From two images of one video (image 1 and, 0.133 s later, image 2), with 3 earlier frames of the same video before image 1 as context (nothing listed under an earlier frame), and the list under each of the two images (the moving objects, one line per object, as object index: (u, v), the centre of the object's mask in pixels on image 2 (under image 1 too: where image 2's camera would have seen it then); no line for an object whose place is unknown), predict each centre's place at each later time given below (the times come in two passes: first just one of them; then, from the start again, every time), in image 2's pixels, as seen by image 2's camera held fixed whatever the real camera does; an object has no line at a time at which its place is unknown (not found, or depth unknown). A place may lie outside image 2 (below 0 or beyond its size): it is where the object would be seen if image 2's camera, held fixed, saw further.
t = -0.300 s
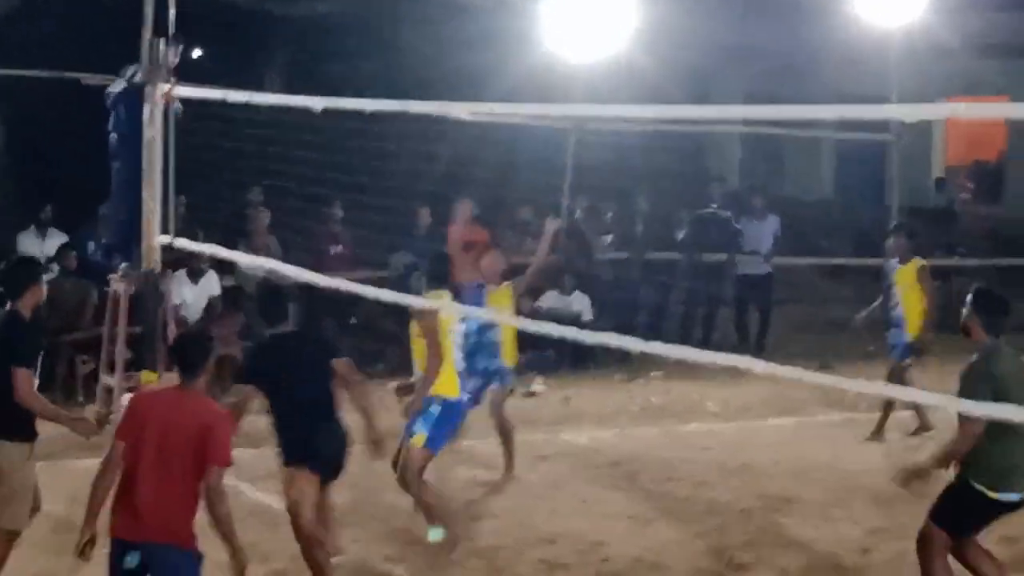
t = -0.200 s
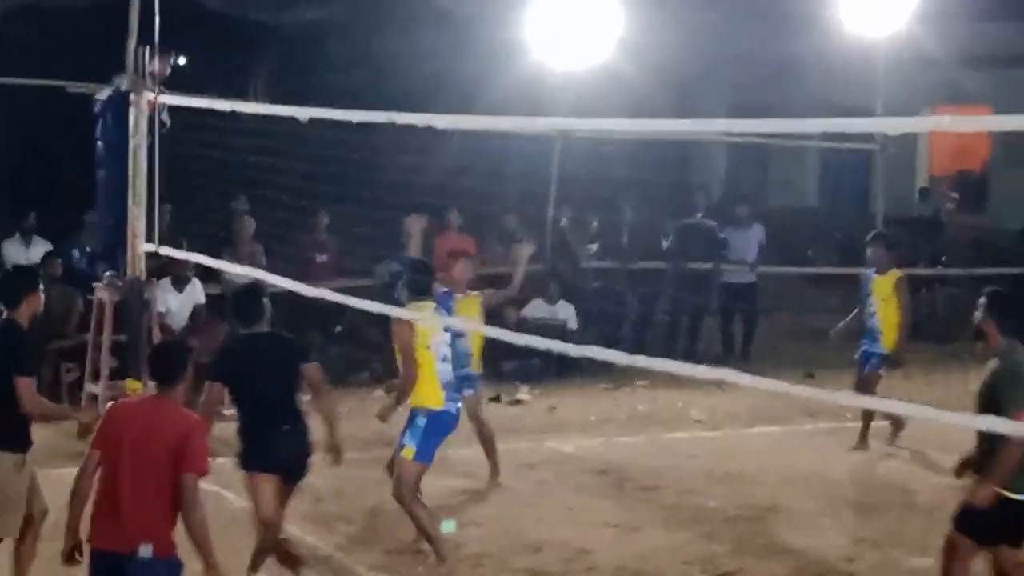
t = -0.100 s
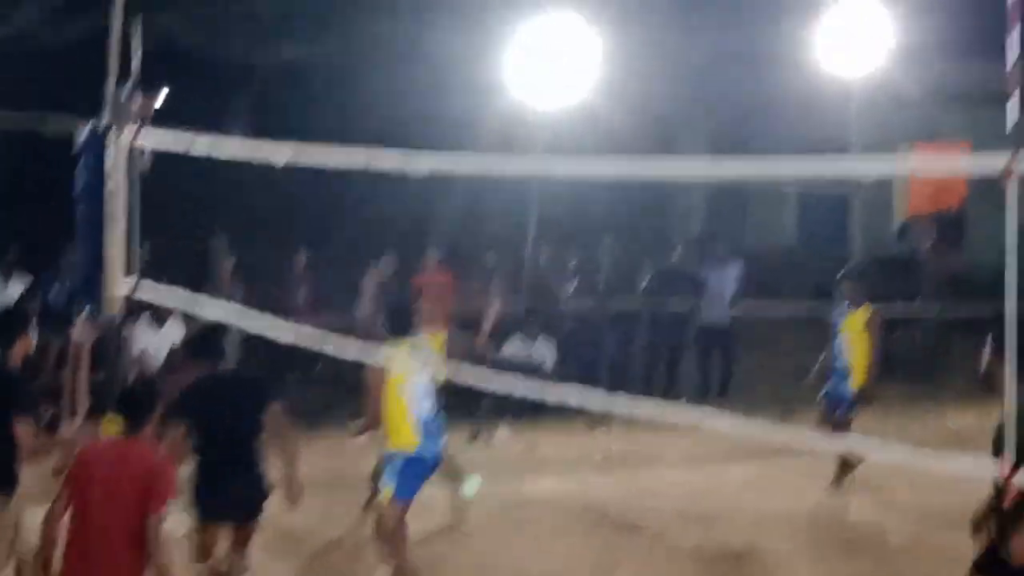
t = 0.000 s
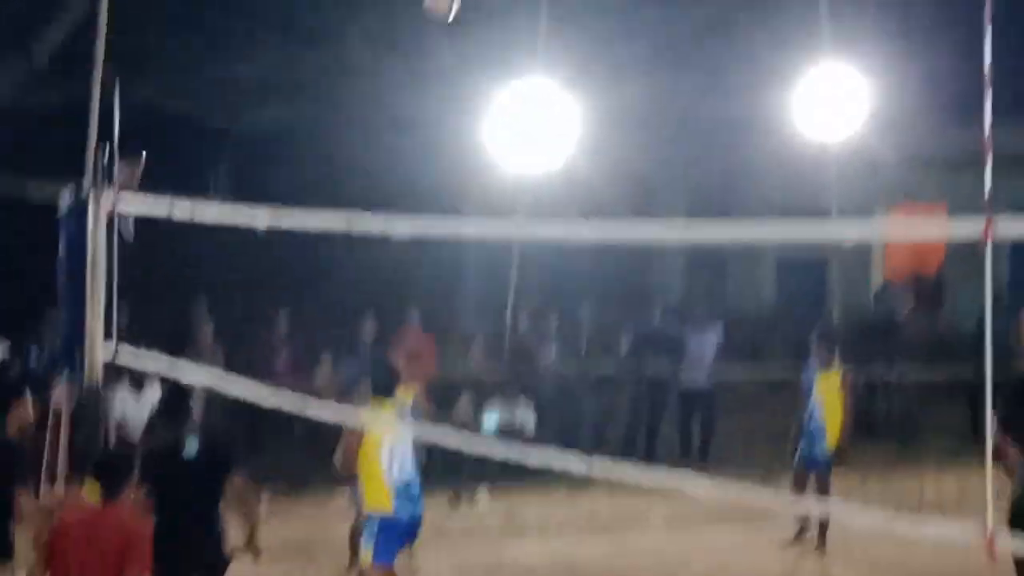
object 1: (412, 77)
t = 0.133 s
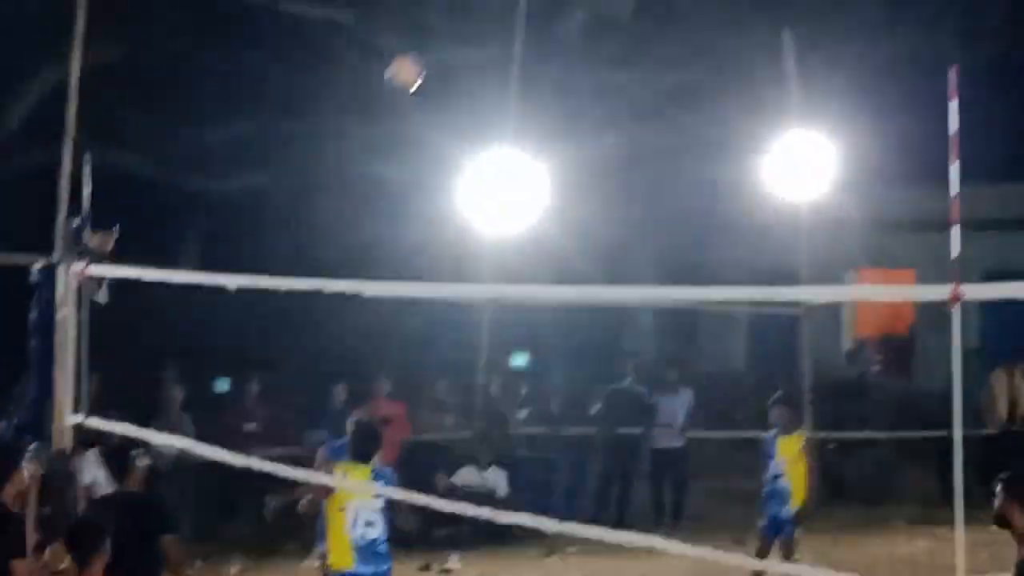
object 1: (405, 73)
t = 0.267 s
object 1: (395, 109)
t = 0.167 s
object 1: (403, 79)
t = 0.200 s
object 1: (399, 87)
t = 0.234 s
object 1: (397, 97)
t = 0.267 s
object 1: (395, 109)
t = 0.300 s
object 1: (392, 123)
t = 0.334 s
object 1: (389, 138)
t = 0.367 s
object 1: (387, 156)
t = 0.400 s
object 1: (384, 174)
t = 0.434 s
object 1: (379, 197)
